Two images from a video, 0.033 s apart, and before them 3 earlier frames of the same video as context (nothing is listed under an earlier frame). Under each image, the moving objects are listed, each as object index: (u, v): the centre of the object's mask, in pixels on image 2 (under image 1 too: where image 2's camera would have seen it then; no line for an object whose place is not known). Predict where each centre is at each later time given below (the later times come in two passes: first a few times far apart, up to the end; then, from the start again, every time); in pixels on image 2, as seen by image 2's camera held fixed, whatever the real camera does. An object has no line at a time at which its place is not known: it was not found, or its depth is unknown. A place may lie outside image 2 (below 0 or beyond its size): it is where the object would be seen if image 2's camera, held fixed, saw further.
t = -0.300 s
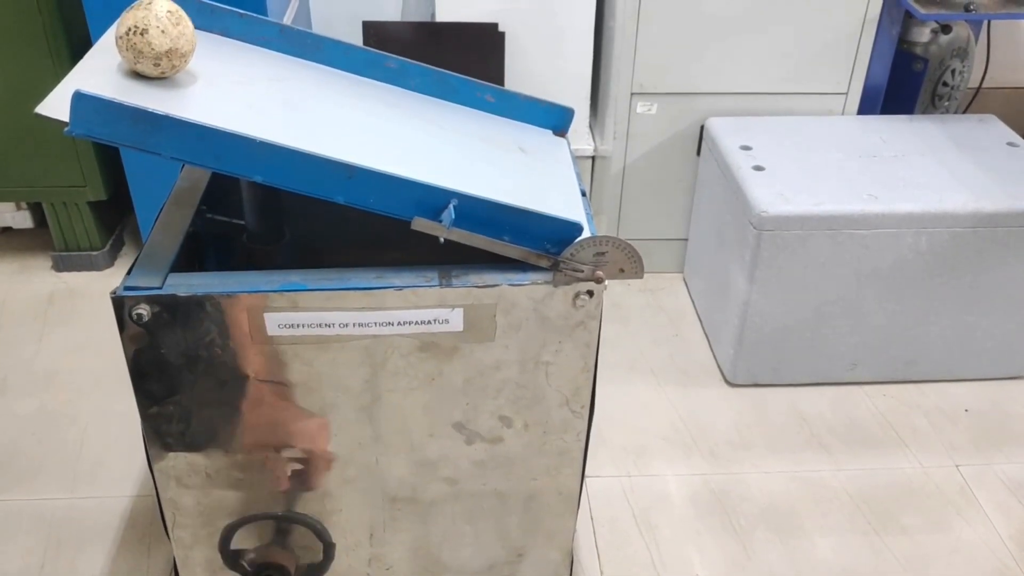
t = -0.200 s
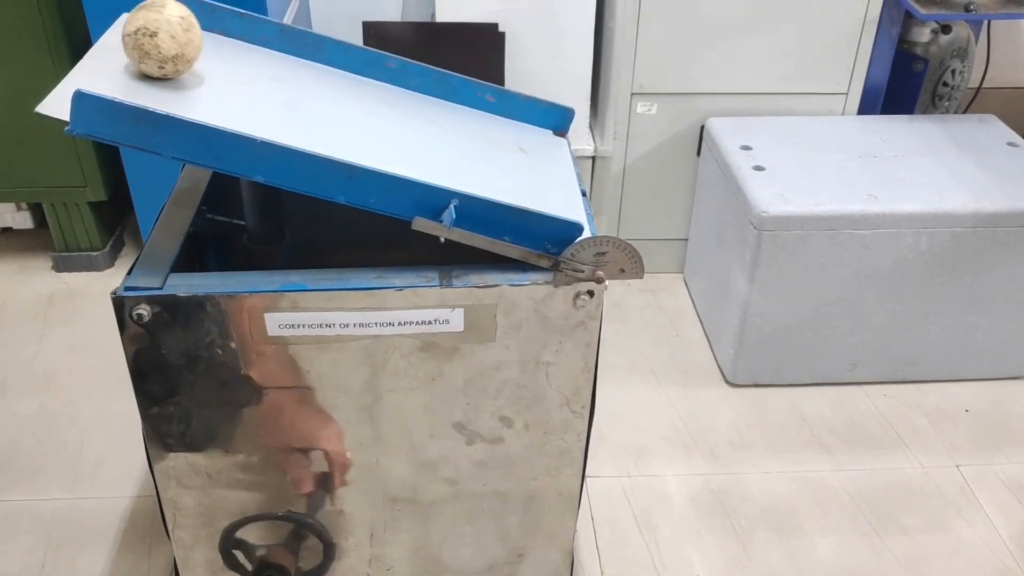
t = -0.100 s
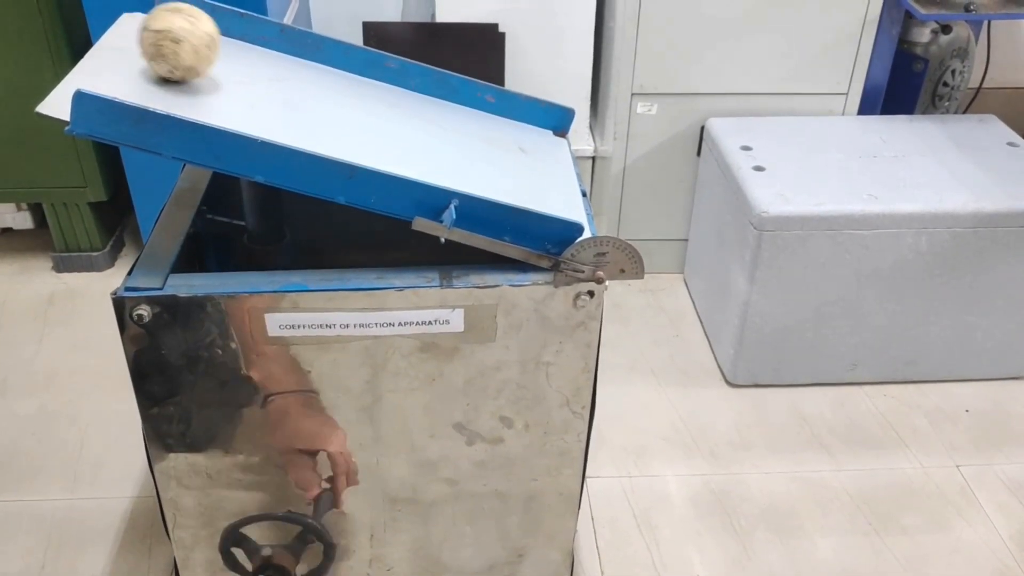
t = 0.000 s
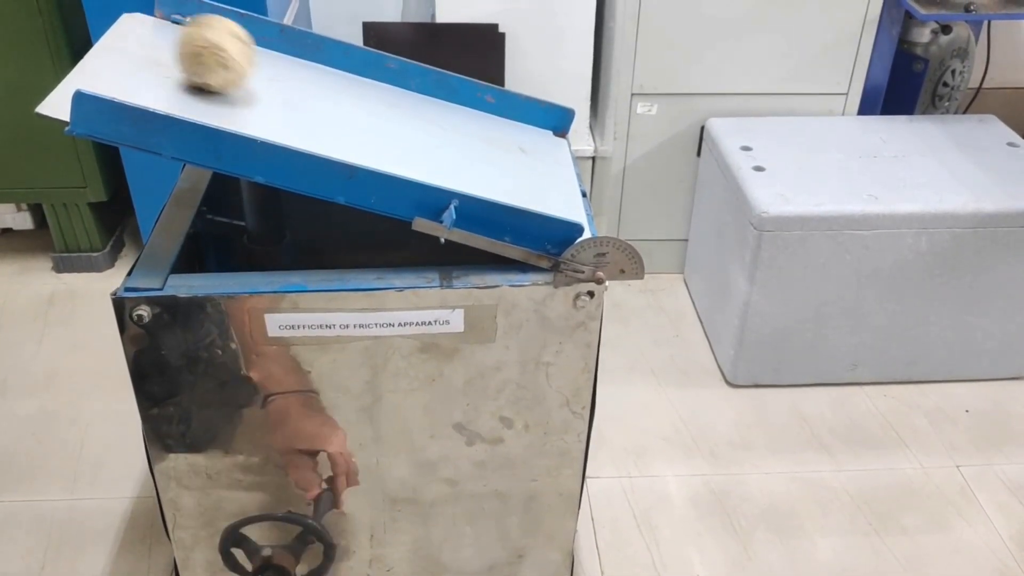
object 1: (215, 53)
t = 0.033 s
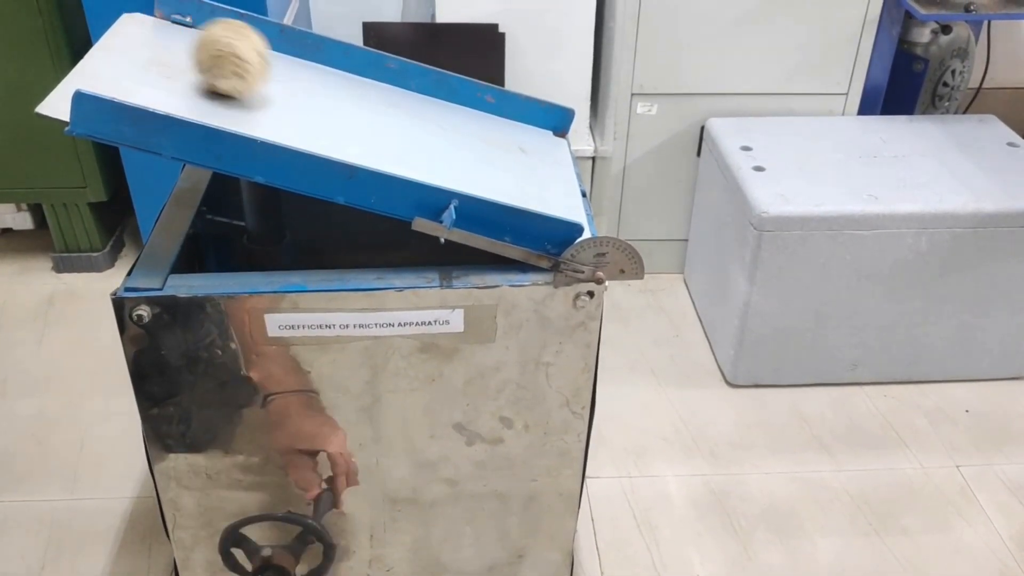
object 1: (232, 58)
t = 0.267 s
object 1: (398, 103)
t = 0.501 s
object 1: (629, 162)
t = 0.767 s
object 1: (813, 482)
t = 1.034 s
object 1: (1013, 438)
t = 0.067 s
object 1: (250, 63)
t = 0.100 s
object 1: (270, 67)
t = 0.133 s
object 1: (290, 72)
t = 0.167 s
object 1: (314, 81)
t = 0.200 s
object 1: (340, 87)
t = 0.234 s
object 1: (368, 94)
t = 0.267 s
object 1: (398, 103)
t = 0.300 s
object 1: (430, 109)
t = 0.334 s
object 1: (460, 118)
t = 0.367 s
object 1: (491, 125)
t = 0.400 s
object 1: (522, 132)
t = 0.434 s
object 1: (553, 143)
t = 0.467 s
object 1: (591, 150)
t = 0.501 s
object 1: (629, 162)
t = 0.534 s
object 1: (659, 186)
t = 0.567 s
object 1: (685, 212)
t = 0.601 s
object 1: (716, 251)
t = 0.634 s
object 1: (740, 289)
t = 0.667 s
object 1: (763, 334)
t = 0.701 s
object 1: (782, 386)
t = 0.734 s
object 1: (795, 437)
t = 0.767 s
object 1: (813, 482)
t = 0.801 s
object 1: (842, 473)
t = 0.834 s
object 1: (867, 463)
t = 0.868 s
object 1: (892, 467)
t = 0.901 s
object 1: (915, 465)
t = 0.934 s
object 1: (941, 456)
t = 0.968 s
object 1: (968, 452)
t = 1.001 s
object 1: (994, 444)
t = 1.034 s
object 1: (1013, 438)
